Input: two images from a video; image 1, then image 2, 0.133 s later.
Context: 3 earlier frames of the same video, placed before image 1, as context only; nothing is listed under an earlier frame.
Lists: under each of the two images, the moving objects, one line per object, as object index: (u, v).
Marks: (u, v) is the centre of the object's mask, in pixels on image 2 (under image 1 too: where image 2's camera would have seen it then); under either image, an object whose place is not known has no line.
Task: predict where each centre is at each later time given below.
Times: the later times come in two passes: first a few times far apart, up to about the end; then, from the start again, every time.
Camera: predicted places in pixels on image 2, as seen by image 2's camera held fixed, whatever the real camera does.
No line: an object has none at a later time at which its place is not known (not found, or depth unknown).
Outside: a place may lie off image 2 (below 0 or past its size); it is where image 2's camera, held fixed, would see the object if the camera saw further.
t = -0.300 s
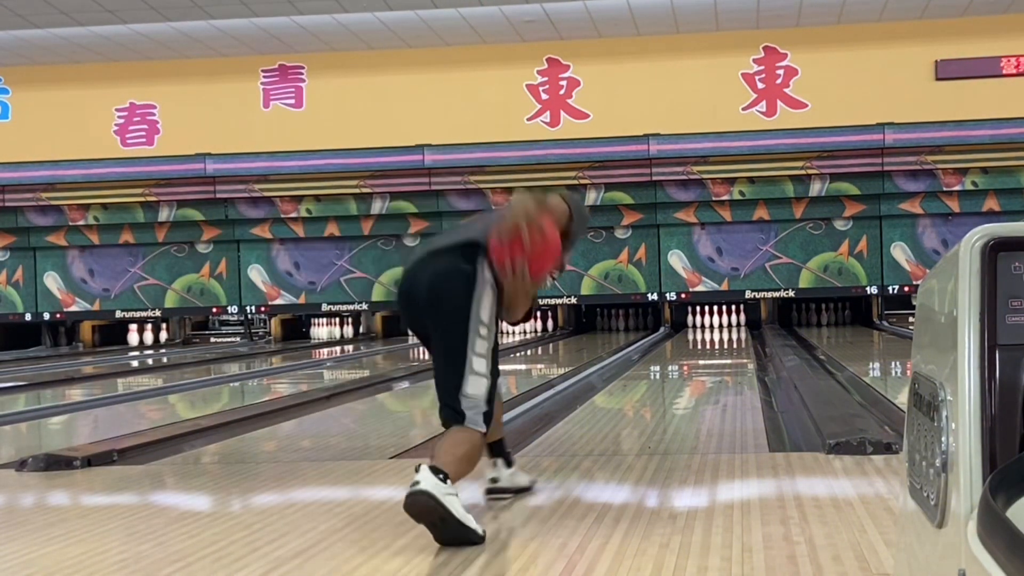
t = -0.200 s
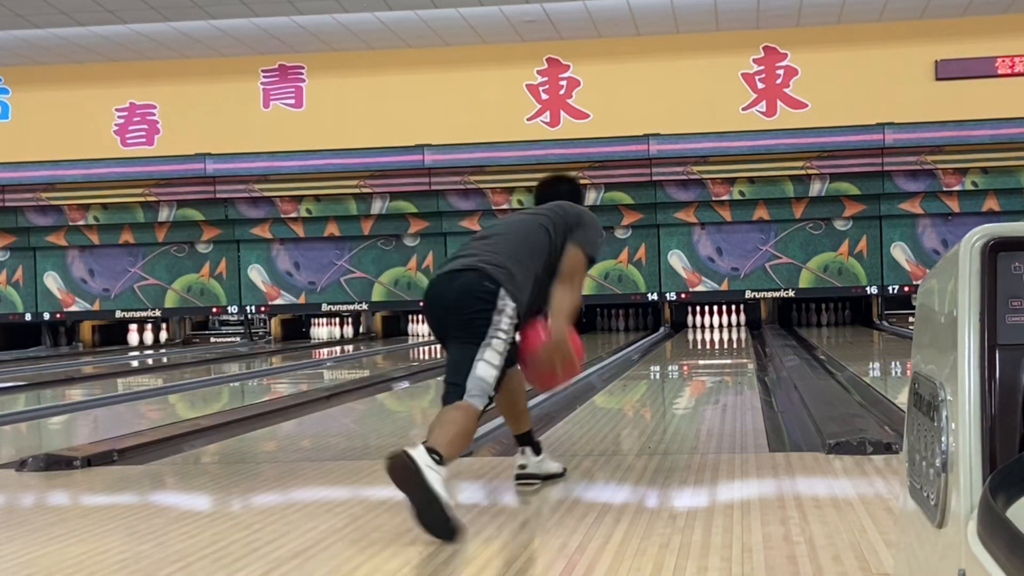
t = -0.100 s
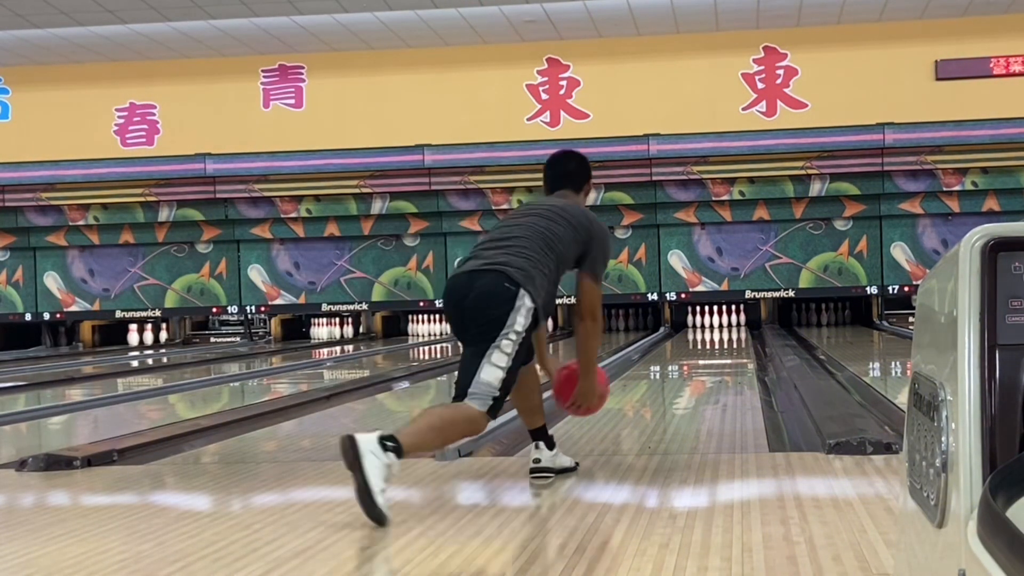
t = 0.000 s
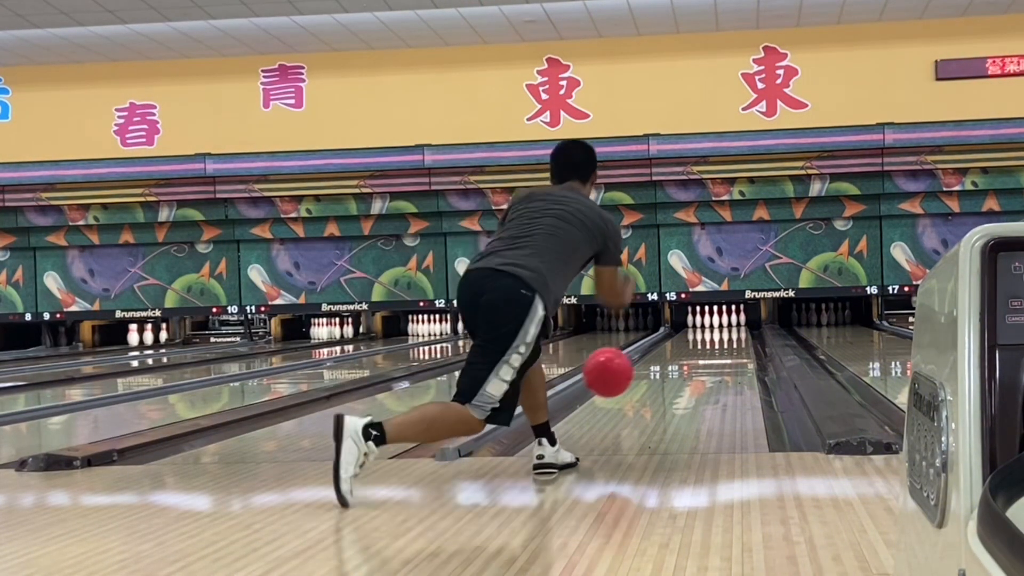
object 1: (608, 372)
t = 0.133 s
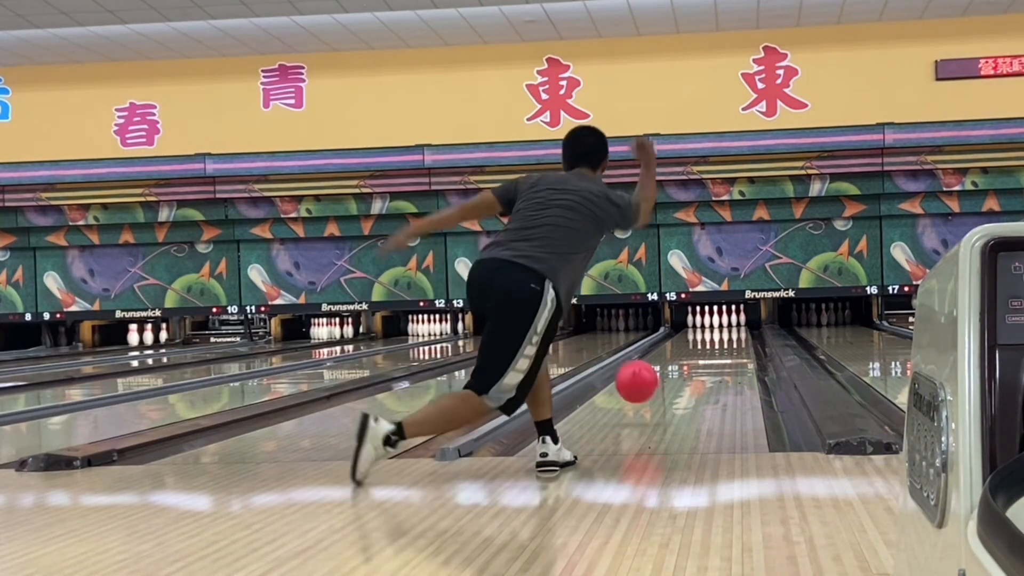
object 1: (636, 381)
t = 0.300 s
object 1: (663, 386)
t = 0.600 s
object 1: (691, 365)
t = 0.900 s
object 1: (708, 352)
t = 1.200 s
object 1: (718, 342)
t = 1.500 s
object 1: (725, 336)
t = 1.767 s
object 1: (727, 331)
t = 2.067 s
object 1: (726, 327)
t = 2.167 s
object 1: (725, 326)
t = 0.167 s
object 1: (643, 389)
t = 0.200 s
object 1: (649, 396)
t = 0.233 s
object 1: (654, 391)
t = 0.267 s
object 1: (658, 390)
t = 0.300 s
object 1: (663, 386)
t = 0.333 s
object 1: (667, 384)
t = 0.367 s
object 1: (670, 381)
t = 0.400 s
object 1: (674, 378)
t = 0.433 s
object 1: (677, 375)
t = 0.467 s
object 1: (680, 374)
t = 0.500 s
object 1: (683, 371)
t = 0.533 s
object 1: (686, 369)
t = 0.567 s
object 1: (689, 367)
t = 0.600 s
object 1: (691, 365)
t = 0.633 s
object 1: (693, 363)
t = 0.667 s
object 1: (696, 362)
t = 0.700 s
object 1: (697, 360)
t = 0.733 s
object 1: (699, 359)
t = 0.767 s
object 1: (701, 357)
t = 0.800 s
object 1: (703, 356)
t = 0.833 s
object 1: (705, 354)
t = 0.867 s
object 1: (706, 353)
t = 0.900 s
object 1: (708, 352)
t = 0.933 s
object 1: (709, 350)
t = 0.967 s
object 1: (710, 349)
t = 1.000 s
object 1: (712, 348)
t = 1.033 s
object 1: (713, 347)
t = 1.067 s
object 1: (714, 346)
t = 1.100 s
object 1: (715, 345)
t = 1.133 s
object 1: (716, 345)
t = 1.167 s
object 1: (717, 344)
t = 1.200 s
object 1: (718, 342)
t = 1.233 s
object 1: (719, 342)
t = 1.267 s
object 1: (720, 341)
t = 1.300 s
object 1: (720, 340)
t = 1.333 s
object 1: (721, 339)
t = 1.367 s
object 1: (722, 338)
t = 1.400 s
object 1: (722, 338)
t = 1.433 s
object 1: (723, 337)
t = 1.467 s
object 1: (724, 336)
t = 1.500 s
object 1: (725, 336)
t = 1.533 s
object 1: (725, 335)
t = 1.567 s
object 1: (725, 334)
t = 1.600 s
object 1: (725, 334)
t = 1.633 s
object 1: (726, 333)
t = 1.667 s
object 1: (726, 332)
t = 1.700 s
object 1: (726, 332)
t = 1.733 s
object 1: (727, 331)
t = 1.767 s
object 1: (727, 331)
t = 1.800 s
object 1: (727, 330)
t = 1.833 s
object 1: (727, 330)
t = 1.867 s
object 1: (727, 329)
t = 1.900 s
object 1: (727, 329)
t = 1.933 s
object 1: (727, 328)
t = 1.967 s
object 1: (727, 328)
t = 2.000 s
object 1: (727, 327)
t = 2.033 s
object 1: (727, 327)
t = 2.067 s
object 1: (726, 327)
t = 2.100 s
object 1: (726, 326)
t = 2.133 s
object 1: (726, 326)
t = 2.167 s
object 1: (725, 326)
